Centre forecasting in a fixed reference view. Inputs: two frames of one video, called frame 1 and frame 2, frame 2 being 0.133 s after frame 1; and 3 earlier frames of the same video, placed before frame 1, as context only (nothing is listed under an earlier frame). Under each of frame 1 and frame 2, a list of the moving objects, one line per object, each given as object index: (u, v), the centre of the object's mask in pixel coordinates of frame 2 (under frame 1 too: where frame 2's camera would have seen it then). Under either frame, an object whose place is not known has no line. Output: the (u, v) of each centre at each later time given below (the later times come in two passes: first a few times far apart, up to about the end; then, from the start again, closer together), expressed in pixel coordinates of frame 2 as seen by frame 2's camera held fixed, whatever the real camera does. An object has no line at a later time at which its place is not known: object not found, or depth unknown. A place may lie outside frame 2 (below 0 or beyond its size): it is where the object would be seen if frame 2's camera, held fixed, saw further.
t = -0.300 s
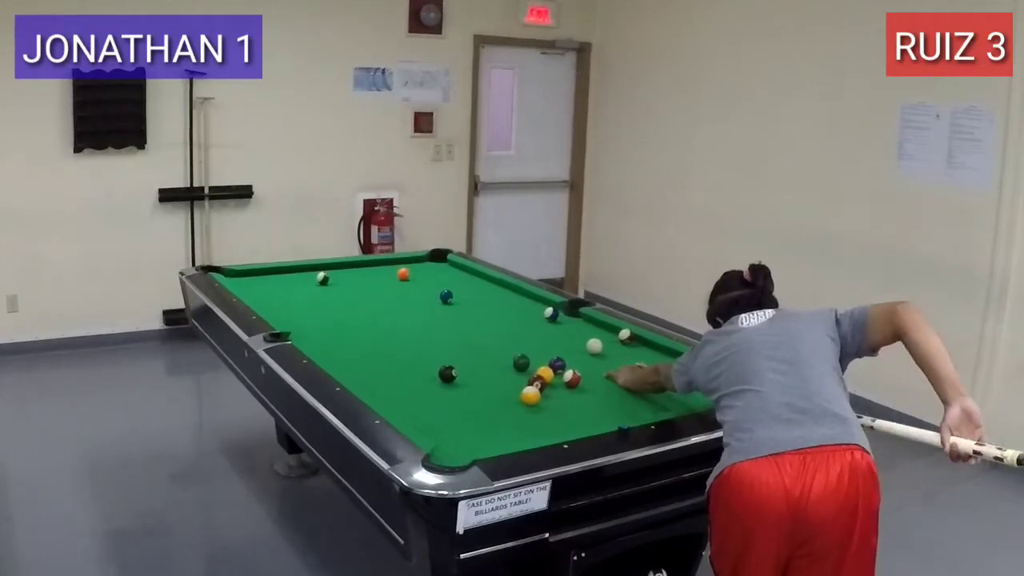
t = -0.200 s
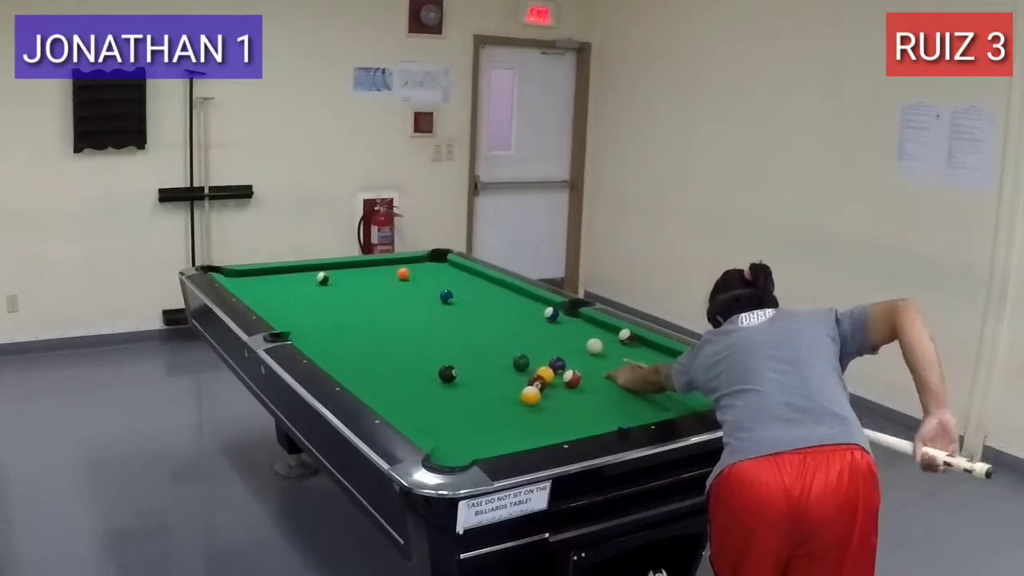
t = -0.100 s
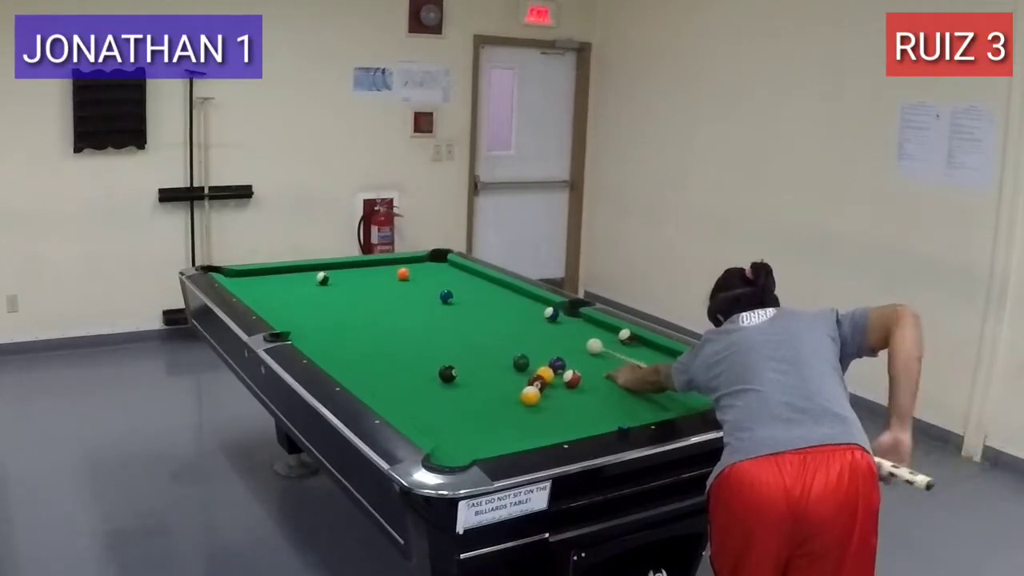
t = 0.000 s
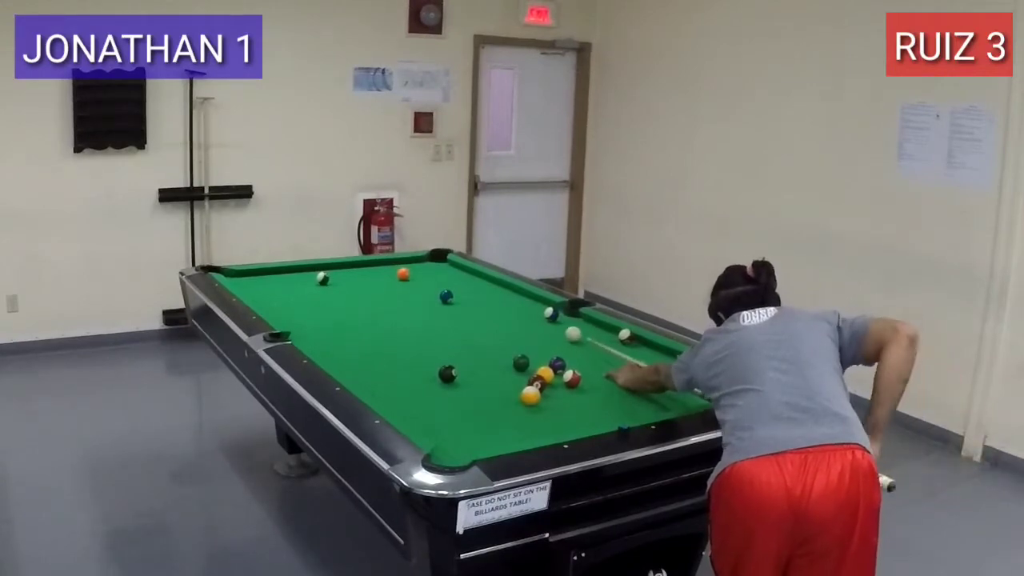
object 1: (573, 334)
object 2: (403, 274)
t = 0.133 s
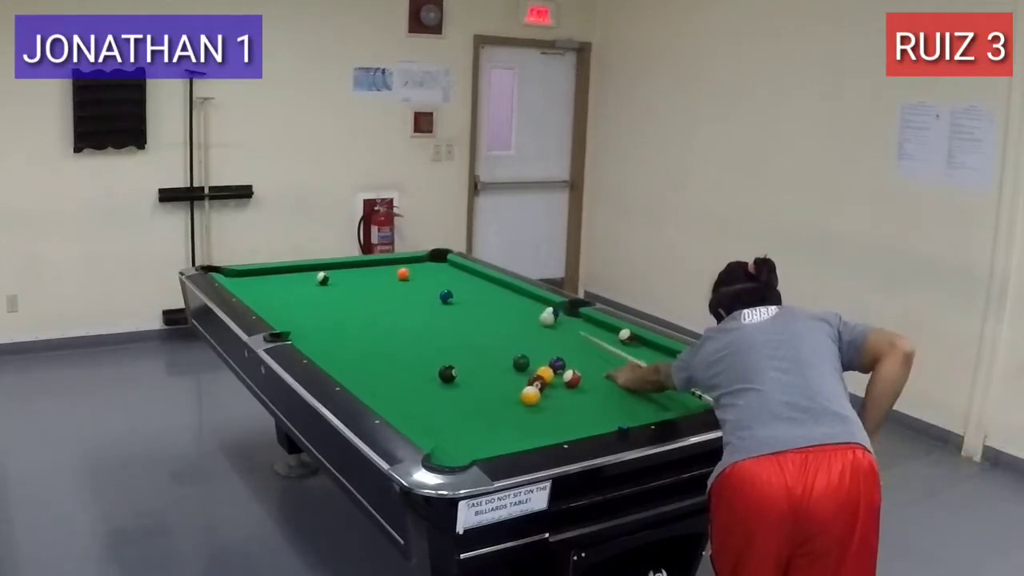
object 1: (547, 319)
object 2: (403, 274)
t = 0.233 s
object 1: (522, 311)
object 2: (403, 274)
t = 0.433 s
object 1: (476, 298)
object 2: (403, 274)
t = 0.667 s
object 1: (429, 285)
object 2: (403, 274)
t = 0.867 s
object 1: (393, 276)
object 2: (404, 273)
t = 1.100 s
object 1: (349, 269)
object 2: (409, 269)
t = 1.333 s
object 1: (320, 267)
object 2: (414, 265)
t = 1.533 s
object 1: (311, 272)
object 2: (417, 263)
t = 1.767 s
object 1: (301, 279)
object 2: (422, 260)
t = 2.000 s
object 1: (292, 284)
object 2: (426, 258)
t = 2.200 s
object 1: (284, 290)
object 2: (431, 259)
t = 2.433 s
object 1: (275, 295)
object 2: (436, 259)
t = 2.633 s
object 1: (267, 300)
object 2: (439, 259)
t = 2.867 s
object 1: (265, 303)
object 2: (441, 259)
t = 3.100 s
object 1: (274, 306)
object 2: (440, 259)
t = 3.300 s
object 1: (282, 307)
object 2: (440, 259)
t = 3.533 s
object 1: (289, 309)
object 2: (440, 259)
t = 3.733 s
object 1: (295, 310)
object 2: (440, 259)
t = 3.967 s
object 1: (301, 311)
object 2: (440, 259)
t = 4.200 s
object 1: (305, 312)
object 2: (440, 259)
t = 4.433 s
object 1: (307, 312)
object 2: (440, 259)
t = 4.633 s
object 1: (306, 313)
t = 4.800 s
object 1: (309, 313)
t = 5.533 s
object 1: (309, 312)
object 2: (440, 259)
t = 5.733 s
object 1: (309, 313)
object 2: (440, 259)
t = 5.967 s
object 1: (309, 312)
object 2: (440, 259)
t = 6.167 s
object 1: (309, 313)
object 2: (440, 259)
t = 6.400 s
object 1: (309, 313)
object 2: (440, 259)
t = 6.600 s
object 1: (309, 313)
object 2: (440, 259)
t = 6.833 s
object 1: (309, 313)
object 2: (440, 259)
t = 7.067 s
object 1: (309, 313)
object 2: (440, 259)
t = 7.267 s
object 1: (309, 313)
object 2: (440, 259)
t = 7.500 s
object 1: (309, 313)
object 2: (440, 259)
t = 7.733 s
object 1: (309, 313)
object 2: (440, 259)
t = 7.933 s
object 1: (309, 313)
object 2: (440, 259)
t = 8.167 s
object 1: (309, 313)
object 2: (440, 259)
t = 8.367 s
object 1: (309, 313)
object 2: (440, 259)
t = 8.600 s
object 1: (309, 313)
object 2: (440, 259)
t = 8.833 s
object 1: (309, 313)
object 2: (440, 259)
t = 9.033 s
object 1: (309, 313)
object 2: (440, 259)
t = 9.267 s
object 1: (309, 313)
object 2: (440, 259)
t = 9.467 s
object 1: (309, 313)
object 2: (440, 259)
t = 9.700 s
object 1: (308, 313)
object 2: (440, 259)
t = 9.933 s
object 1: (309, 313)
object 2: (440, 259)
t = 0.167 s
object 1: (539, 316)
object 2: (403, 274)
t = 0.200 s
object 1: (530, 314)
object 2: (403, 274)
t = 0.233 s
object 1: (522, 311)
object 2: (403, 274)
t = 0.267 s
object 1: (514, 309)
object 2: (403, 274)
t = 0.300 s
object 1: (506, 307)
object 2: (403, 274)
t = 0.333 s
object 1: (498, 305)
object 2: (403, 274)
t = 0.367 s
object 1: (491, 303)
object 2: (403, 274)
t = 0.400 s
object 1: (484, 300)
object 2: (403, 274)
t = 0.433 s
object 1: (476, 298)
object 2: (403, 274)
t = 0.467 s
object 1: (469, 296)
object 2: (403, 274)
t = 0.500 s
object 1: (463, 294)
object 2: (403, 274)
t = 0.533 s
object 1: (456, 292)
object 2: (403, 274)
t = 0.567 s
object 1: (449, 288)
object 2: (403, 274)
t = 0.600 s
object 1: (441, 287)
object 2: (403, 274)
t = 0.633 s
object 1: (436, 287)
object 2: (403, 274)
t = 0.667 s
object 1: (429, 285)
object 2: (403, 274)
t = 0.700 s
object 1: (423, 283)
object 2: (403, 274)
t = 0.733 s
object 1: (417, 282)
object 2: (403, 274)
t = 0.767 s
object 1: (411, 280)
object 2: (403, 273)
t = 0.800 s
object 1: (406, 278)
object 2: (402, 271)
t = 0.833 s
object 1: (400, 276)
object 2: (405, 270)
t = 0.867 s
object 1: (393, 276)
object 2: (404, 273)
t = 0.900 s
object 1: (386, 275)
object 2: (405, 272)
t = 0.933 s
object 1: (380, 274)
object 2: (406, 272)
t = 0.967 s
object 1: (374, 273)
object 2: (406, 271)
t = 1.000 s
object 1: (367, 272)
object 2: (407, 271)
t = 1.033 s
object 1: (361, 271)
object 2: (408, 270)
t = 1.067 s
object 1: (355, 270)
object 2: (409, 270)
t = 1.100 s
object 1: (349, 269)
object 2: (409, 269)
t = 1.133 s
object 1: (344, 269)
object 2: (410, 269)
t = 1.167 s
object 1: (338, 268)
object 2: (411, 268)
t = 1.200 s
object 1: (332, 267)
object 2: (411, 267)
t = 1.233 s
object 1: (326, 266)
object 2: (411, 267)
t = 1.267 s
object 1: (322, 266)
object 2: (412, 266)
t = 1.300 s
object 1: (321, 266)
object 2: (413, 266)
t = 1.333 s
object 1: (320, 267)
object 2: (414, 265)
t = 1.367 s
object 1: (318, 268)
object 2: (414, 265)
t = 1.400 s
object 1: (317, 269)
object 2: (415, 264)
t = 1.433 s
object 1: (315, 270)
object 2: (415, 264)
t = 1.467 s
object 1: (313, 271)
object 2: (416, 263)
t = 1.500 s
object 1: (312, 272)
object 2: (416, 263)
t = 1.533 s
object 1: (311, 272)
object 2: (417, 263)
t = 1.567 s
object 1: (310, 273)
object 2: (418, 262)
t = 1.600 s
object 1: (309, 274)
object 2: (418, 262)
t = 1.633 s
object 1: (307, 275)
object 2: (419, 262)
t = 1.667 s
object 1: (306, 276)
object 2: (420, 261)
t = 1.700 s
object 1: (304, 277)
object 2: (420, 261)
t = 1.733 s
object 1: (303, 278)
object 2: (421, 261)
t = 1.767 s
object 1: (301, 279)
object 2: (422, 260)
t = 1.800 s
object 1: (300, 279)
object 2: (422, 260)
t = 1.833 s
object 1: (299, 280)
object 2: (422, 259)
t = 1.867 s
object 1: (297, 281)
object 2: (423, 259)
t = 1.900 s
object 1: (296, 282)
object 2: (423, 259)
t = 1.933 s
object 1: (295, 283)
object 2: (424, 259)
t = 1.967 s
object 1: (293, 284)
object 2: (425, 259)
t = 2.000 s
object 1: (292, 284)
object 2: (426, 258)
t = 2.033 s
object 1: (291, 285)
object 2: (427, 258)
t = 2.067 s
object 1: (289, 286)
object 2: (428, 258)
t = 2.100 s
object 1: (288, 287)
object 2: (428, 258)
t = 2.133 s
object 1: (287, 288)
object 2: (430, 258)
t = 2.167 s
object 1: (285, 289)
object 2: (430, 259)
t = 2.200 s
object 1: (284, 290)
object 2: (431, 259)
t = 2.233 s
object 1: (283, 290)
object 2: (432, 258)
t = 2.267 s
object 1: (281, 291)
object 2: (433, 259)
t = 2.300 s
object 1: (280, 292)
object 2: (433, 259)
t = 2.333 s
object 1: (279, 293)
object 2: (434, 259)
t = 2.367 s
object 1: (277, 294)
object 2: (434, 259)
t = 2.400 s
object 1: (276, 295)
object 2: (435, 259)
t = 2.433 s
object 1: (275, 295)
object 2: (436, 259)
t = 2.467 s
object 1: (273, 296)
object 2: (436, 259)
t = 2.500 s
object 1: (272, 297)
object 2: (437, 259)
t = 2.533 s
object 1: (270, 297)
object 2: (438, 259)
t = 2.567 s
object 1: (269, 298)
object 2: (438, 259)
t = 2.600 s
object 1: (268, 299)
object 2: (438, 259)
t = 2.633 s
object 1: (267, 300)
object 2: (439, 259)
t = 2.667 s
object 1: (265, 300)
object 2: (439, 259)
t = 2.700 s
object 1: (264, 301)
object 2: (440, 259)
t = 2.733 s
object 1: (263, 302)
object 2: (440, 259)
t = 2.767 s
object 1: (262, 302)
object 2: (441, 259)
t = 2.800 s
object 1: (262, 302)
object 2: (441, 259)
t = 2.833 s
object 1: (263, 303)
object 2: (441, 259)
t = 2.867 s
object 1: (265, 303)
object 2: (441, 259)
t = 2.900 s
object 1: (266, 304)
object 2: (441, 259)
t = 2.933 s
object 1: (268, 304)
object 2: (440, 259)
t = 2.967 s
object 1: (269, 304)
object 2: (440, 259)
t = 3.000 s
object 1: (270, 305)
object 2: (440, 259)
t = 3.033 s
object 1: (271, 305)
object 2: (440, 259)
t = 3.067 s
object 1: (273, 306)
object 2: (440, 259)
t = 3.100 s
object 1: (274, 306)
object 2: (440, 259)
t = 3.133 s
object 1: (276, 306)
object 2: (440, 259)
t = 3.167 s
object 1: (277, 306)
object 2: (440, 259)
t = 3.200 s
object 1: (278, 307)
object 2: (440, 259)
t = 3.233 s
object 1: (279, 307)
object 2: (440, 259)
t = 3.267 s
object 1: (280, 307)
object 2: (440, 259)
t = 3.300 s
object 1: (282, 307)
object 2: (440, 259)
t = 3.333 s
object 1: (282, 307)
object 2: (440, 259)
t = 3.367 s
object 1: (284, 308)
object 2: (440, 259)
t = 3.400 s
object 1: (285, 308)
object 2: (440, 259)
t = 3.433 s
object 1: (286, 308)
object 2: (440, 259)
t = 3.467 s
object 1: (287, 308)
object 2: (440, 259)
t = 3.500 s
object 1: (288, 308)
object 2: (440, 259)
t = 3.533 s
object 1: (289, 309)
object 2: (440, 259)
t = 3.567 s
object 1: (290, 309)
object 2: (440, 259)
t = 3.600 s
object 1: (291, 309)
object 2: (440, 259)
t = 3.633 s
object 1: (292, 309)
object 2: (440, 259)
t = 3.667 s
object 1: (293, 309)
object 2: (440, 259)
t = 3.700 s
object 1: (294, 310)
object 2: (440, 259)
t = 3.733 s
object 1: (295, 310)
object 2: (440, 259)
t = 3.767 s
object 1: (296, 310)
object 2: (440, 259)
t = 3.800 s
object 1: (297, 310)
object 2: (440, 259)
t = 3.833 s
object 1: (297, 310)
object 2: (440, 259)
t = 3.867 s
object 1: (298, 310)
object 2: (440, 259)
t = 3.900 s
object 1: (299, 311)
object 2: (440, 259)
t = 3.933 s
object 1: (300, 311)
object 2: (440, 259)
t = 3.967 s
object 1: (301, 311)
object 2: (440, 259)
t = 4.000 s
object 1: (301, 311)
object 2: (440, 259)
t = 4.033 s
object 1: (302, 311)
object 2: (440, 259)
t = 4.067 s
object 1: (302, 311)
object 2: (440, 259)
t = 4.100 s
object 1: (303, 311)
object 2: (440, 259)
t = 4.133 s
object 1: (303, 311)
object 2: (440, 259)
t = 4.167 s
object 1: (304, 311)
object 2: (440, 259)
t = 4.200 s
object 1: (305, 312)
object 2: (440, 259)
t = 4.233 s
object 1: (305, 312)
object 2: (440, 259)
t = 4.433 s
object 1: (307, 312)
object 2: (440, 259)
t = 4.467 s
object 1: (307, 312)
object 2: (440, 259)
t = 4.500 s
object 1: (308, 312)
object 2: (440, 259)
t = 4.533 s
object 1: (308, 313)
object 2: (440, 259)
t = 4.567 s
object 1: (308, 312)
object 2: (440, 259)
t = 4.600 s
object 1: (308, 313)
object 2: (438, 258)
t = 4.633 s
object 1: (306, 313)
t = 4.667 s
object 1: (311, 311)
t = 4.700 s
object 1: (309, 313)
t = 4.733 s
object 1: (309, 313)
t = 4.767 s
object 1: (309, 313)
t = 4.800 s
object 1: (309, 313)
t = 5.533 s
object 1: (309, 312)
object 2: (440, 259)
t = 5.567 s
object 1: (309, 312)
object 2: (440, 259)
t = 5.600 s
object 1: (309, 312)
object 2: (440, 259)
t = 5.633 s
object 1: (309, 313)
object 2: (440, 259)
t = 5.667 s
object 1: (309, 313)
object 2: (440, 259)
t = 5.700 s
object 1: (309, 312)
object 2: (440, 259)
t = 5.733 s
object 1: (309, 313)
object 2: (440, 259)
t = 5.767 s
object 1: (309, 312)
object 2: (440, 259)
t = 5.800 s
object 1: (309, 312)
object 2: (440, 259)
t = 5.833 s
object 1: (309, 312)
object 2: (440, 259)
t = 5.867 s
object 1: (309, 312)
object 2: (440, 259)
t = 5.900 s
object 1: (309, 312)
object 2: (440, 259)
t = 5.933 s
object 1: (309, 312)
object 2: (440, 259)
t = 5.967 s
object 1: (309, 312)
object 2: (440, 259)
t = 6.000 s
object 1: (309, 312)
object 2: (440, 259)
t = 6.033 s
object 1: (309, 313)
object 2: (440, 259)
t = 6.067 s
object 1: (309, 312)
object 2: (440, 259)
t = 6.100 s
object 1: (309, 313)
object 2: (440, 259)
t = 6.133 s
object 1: (309, 313)
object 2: (440, 259)
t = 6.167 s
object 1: (309, 313)
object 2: (440, 259)
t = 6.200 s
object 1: (309, 313)
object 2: (440, 259)
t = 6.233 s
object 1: (309, 313)
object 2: (440, 259)
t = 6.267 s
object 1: (309, 313)
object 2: (440, 259)
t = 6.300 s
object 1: (309, 313)
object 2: (440, 259)
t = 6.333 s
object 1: (309, 313)
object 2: (440, 259)
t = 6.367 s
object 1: (309, 313)
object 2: (440, 259)
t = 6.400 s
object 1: (309, 313)
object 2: (440, 259)
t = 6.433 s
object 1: (309, 313)
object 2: (440, 259)
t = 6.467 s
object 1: (309, 313)
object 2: (440, 259)
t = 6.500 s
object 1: (309, 313)
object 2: (440, 259)
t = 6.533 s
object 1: (309, 313)
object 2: (440, 259)
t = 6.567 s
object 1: (309, 313)
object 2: (440, 259)
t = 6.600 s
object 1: (309, 313)
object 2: (440, 259)
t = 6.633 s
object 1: (309, 313)
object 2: (440, 259)
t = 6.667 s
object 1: (309, 313)
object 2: (440, 259)
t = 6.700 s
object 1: (309, 313)
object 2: (440, 259)
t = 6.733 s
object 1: (309, 313)
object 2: (440, 259)
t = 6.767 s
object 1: (309, 313)
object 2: (440, 259)
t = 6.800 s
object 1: (309, 312)
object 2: (440, 259)
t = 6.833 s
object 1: (309, 313)
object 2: (440, 259)
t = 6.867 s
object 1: (309, 313)
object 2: (440, 259)
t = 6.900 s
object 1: (309, 313)
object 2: (440, 259)
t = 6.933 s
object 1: (309, 313)
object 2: (440, 259)
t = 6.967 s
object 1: (309, 313)
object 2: (440, 259)
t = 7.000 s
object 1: (309, 313)
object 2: (440, 259)
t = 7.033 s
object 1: (309, 313)
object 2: (440, 259)
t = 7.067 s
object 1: (309, 313)
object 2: (440, 259)
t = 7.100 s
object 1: (309, 312)
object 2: (440, 259)
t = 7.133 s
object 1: (309, 312)
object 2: (440, 259)
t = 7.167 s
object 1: (309, 313)
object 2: (440, 259)
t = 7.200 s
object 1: (309, 313)
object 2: (440, 259)
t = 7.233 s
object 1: (309, 313)
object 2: (440, 259)
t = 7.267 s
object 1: (309, 313)
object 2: (440, 259)
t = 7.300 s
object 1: (309, 313)
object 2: (440, 259)
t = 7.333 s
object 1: (309, 313)
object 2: (440, 259)
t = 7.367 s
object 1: (309, 313)
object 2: (440, 259)
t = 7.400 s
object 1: (309, 313)
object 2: (440, 259)
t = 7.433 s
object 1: (309, 313)
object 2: (440, 259)
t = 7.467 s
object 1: (309, 313)
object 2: (440, 259)
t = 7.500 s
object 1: (309, 313)
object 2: (440, 259)
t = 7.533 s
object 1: (309, 313)
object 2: (440, 259)
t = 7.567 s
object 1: (309, 313)
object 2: (440, 259)
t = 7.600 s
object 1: (309, 313)
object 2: (440, 259)
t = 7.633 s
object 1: (309, 313)
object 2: (440, 259)
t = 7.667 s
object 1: (309, 313)
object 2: (440, 259)
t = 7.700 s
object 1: (309, 313)
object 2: (440, 259)
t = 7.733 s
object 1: (309, 313)
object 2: (440, 259)
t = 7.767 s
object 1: (309, 313)
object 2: (440, 259)
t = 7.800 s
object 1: (309, 313)
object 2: (440, 259)
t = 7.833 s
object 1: (309, 313)
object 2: (440, 259)
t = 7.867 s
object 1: (309, 313)
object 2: (440, 259)
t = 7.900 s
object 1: (309, 313)
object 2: (440, 259)
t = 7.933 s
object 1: (309, 313)
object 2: (440, 259)
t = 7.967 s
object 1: (309, 313)
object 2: (440, 259)
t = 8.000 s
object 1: (309, 313)
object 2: (440, 259)
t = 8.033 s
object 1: (309, 313)
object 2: (440, 259)
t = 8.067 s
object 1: (309, 313)
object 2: (440, 259)
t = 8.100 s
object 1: (309, 313)
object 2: (440, 259)
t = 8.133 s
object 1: (309, 313)
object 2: (440, 259)
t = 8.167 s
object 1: (309, 313)
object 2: (440, 259)
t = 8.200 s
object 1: (309, 313)
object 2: (440, 259)
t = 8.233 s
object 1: (309, 313)
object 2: (440, 259)
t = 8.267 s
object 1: (309, 313)
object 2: (440, 259)
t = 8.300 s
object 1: (309, 313)
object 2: (440, 259)
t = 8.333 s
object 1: (309, 312)
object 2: (440, 259)
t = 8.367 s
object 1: (309, 313)
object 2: (440, 259)
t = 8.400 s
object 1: (309, 312)
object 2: (440, 259)
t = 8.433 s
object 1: (309, 313)
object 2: (440, 259)
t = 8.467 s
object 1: (309, 313)
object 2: (440, 259)
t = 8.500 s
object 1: (309, 313)
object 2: (440, 259)
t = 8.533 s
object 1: (309, 313)
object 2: (440, 259)
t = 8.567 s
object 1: (309, 313)
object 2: (440, 259)
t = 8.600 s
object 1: (309, 313)
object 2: (440, 259)
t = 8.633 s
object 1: (309, 313)
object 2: (440, 259)
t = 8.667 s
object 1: (309, 313)
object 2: (440, 259)
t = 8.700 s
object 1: (309, 313)
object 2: (440, 259)
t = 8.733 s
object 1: (309, 313)
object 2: (440, 259)
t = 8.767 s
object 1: (309, 313)
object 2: (440, 259)
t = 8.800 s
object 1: (309, 313)
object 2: (440, 259)
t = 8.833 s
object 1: (309, 313)
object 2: (440, 259)
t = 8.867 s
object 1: (309, 313)
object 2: (440, 259)
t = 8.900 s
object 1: (308, 313)
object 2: (440, 259)
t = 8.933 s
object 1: (309, 313)
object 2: (440, 259)
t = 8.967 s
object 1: (308, 313)
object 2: (440, 259)
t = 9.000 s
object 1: (308, 313)
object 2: (440, 259)
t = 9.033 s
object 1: (309, 313)
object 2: (440, 259)
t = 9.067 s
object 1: (309, 313)
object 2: (440, 259)
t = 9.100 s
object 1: (309, 313)
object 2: (440, 259)
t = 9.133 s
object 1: (309, 313)
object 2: (440, 259)
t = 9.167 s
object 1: (309, 313)
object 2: (440, 259)
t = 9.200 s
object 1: (309, 313)
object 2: (440, 259)
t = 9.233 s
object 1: (309, 313)
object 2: (440, 259)
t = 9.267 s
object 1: (309, 313)
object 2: (440, 259)
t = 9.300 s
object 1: (309, 313)
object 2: (440, 259)
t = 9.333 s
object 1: (309, 313)
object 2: (440, 259)
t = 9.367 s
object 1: (309, 313)
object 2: (440, 259)
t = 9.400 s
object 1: (309, 313)
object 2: (440, 259)
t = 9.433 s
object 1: (309, 313)
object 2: (440, 259)
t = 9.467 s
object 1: (309, 313)
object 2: (440, 259)
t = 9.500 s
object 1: (309, 313)
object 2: (440, 259)
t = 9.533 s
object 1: (309, 313)
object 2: (440, 259)
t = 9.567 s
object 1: (309, 313)
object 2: (440, 259)
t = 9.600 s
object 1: (308, 313)
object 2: (440, 259)
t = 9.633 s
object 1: (308, 313)
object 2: (440, 259)
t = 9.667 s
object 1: (308, 313)
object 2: (440, 259)
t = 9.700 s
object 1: (308, 313)
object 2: (440, 259)
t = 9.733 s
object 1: (309, 313)
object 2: (440, 259)
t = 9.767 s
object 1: (308, 313)
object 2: (440, 259)
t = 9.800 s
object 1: (308, 313)
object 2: (440, 259)
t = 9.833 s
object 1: (309, 313)
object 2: (440, 259)
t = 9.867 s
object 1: (309, 313)
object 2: (440, 259)
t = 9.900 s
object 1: (309, 313)
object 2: (440, 259)
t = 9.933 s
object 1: (309, 313)
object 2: (440, 259)
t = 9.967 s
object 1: (309, 313)
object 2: (440, 259)
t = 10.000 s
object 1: (309, 313)
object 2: (440, 259)
